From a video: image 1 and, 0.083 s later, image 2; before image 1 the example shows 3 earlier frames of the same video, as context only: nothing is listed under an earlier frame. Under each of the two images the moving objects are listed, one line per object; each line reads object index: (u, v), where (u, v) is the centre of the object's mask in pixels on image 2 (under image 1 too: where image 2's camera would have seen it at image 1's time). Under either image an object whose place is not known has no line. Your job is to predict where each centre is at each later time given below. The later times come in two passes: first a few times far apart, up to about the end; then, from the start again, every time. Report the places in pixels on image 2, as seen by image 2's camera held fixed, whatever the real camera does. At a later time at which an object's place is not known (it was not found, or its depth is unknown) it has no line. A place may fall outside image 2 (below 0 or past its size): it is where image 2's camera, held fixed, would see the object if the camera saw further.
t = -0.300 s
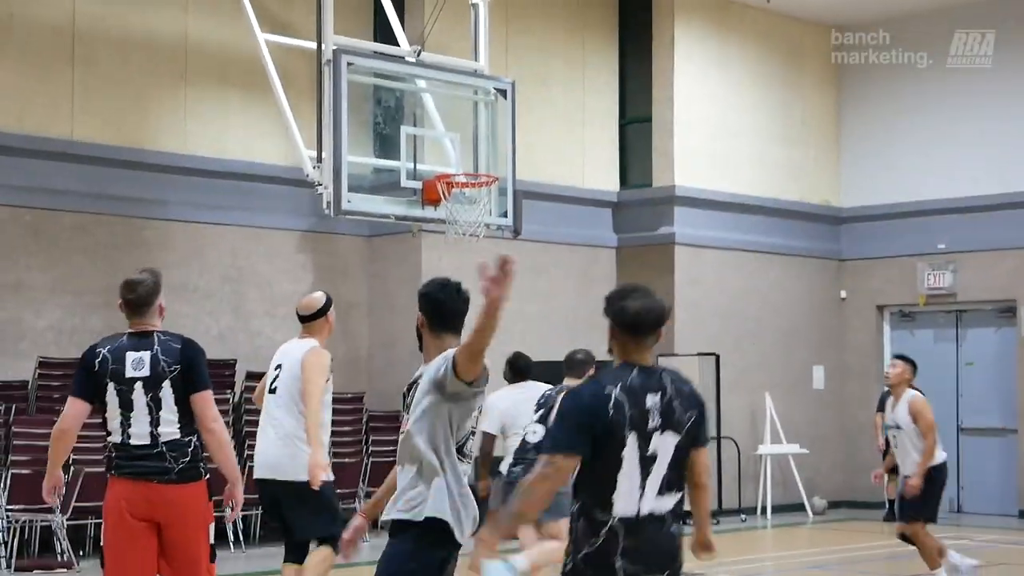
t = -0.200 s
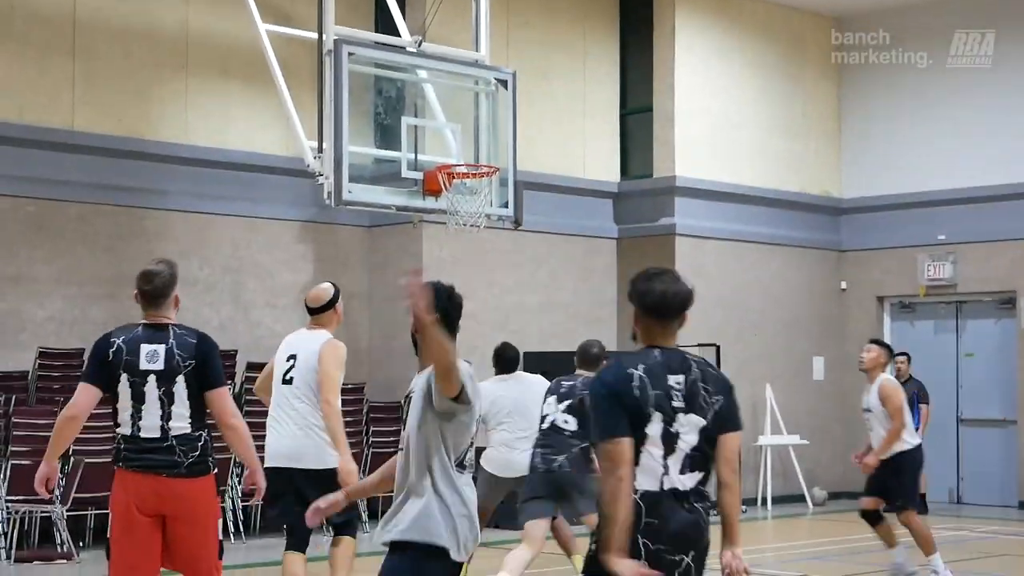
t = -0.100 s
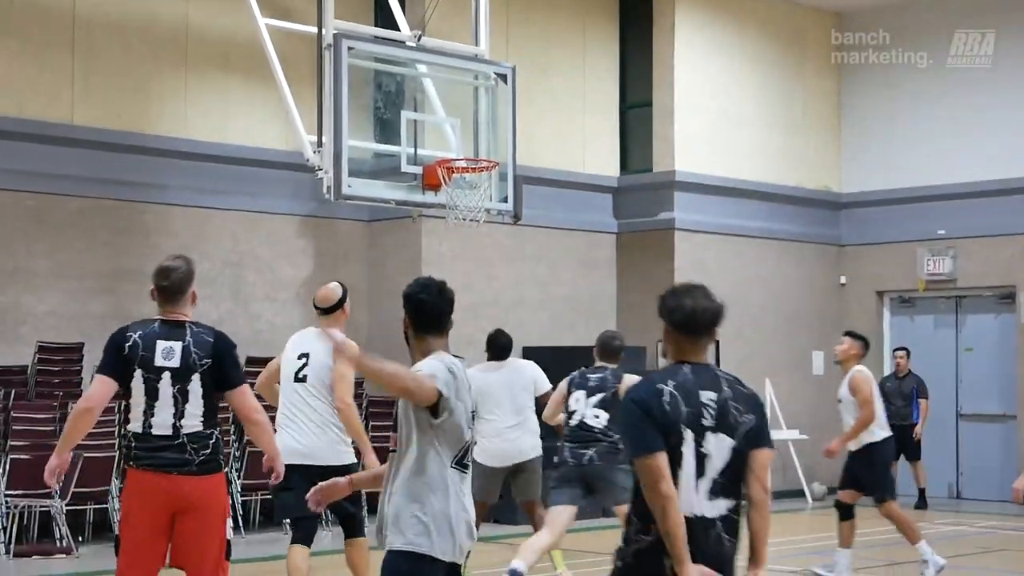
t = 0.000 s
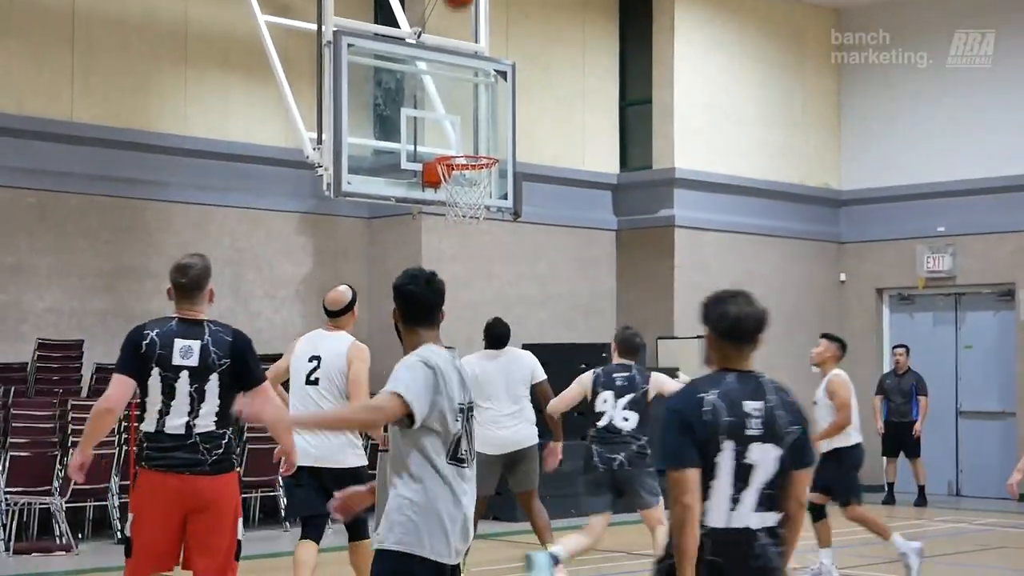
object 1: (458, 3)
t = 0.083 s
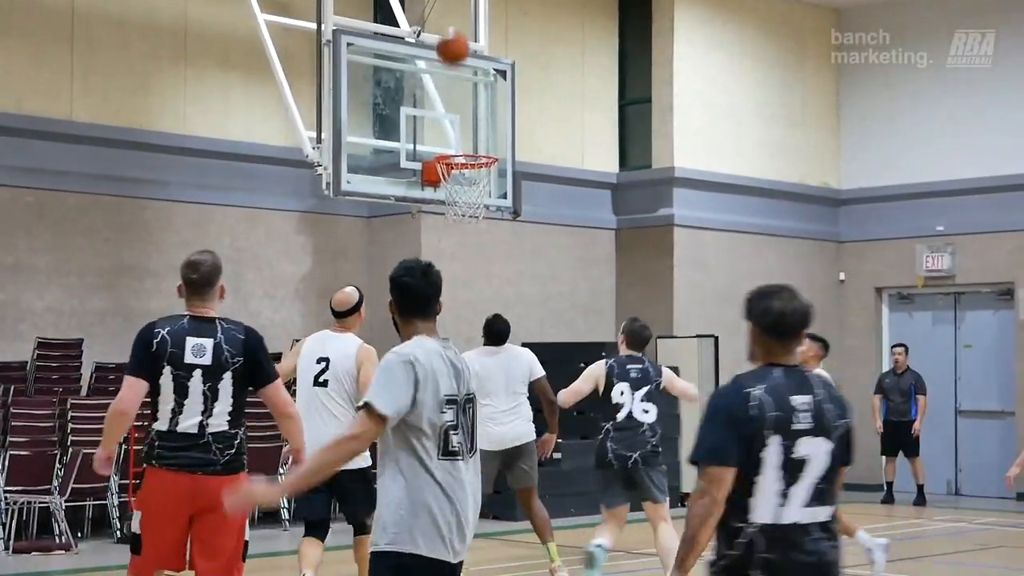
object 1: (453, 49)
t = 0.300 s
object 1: (479, 144)
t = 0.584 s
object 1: (577, 106)
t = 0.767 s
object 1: (646, 137)
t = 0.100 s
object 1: (452, 61)
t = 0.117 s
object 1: (451, 74)
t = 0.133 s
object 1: (451, 86)
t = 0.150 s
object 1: (450, 98)
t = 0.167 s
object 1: (449, 111)
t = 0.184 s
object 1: (448, 123)
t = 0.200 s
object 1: (447, 137)
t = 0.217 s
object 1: (447, 146)
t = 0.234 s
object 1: (453, 152)
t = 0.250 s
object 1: (461, 155)
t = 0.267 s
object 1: (468, 149)
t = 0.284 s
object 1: (474, 146)
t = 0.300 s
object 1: (479, 144)
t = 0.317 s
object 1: (485, 142)
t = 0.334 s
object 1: (490, 137)
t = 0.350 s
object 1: (496, 132)
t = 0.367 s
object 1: (501, 128)
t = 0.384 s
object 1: (506, 124)
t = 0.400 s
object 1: (513, 121)
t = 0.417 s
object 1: (518, 118)
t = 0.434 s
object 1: (524, 115)
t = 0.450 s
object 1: (530, 112)
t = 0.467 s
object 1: (535, 110)
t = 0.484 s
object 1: (541, 109)
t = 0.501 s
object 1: (547, 107)
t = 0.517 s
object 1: (553, 106)
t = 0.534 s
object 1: (559, 106)
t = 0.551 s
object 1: (565, 105)
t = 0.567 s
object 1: (571, 105)
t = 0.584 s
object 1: (577, 106)
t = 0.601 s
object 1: (583, 107)
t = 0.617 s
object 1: (589, 108)
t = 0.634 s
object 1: (595, 110)
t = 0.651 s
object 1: (602, 112)
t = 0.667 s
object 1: (608, 114)
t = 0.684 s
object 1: (615, 117)
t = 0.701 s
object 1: (622, 120)
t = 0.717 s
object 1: (628, 124)
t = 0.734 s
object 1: (634, 128)
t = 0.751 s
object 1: (640, 132)
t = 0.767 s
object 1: (646, 137)
